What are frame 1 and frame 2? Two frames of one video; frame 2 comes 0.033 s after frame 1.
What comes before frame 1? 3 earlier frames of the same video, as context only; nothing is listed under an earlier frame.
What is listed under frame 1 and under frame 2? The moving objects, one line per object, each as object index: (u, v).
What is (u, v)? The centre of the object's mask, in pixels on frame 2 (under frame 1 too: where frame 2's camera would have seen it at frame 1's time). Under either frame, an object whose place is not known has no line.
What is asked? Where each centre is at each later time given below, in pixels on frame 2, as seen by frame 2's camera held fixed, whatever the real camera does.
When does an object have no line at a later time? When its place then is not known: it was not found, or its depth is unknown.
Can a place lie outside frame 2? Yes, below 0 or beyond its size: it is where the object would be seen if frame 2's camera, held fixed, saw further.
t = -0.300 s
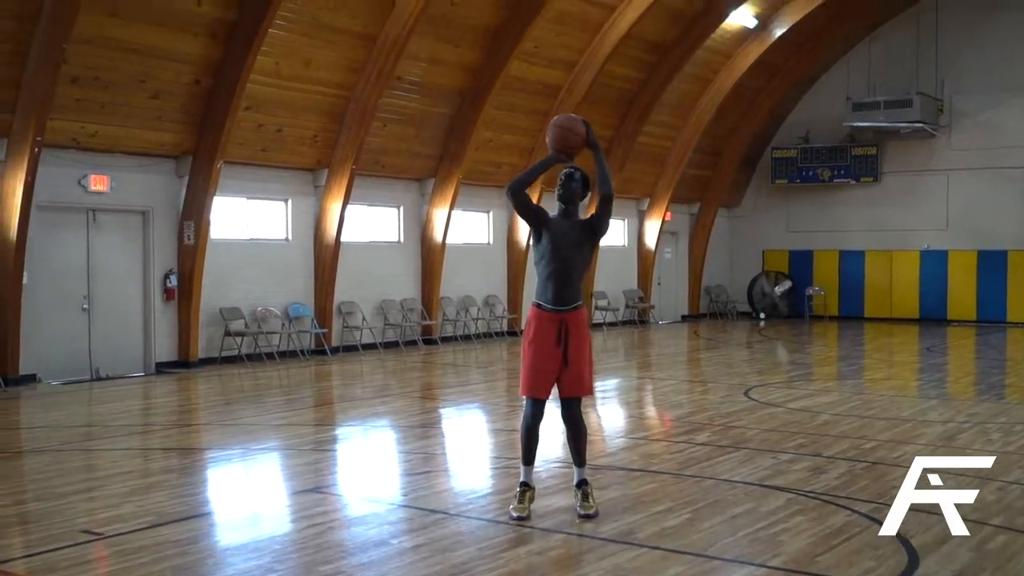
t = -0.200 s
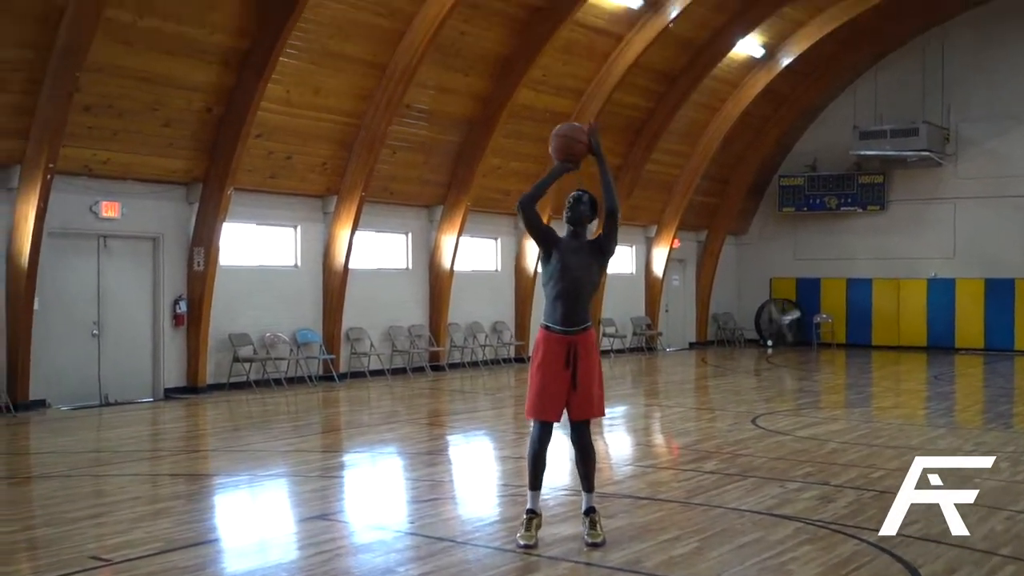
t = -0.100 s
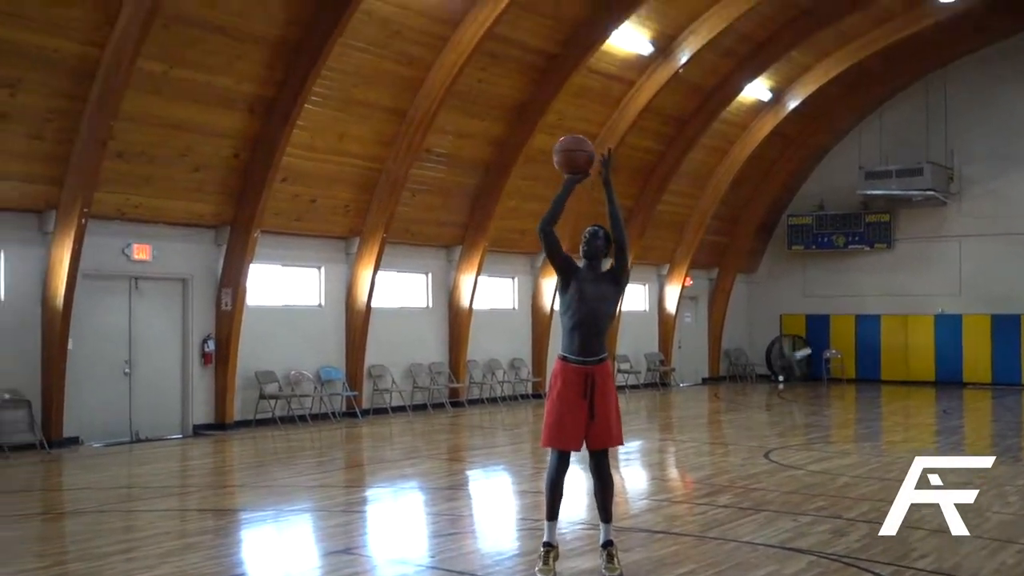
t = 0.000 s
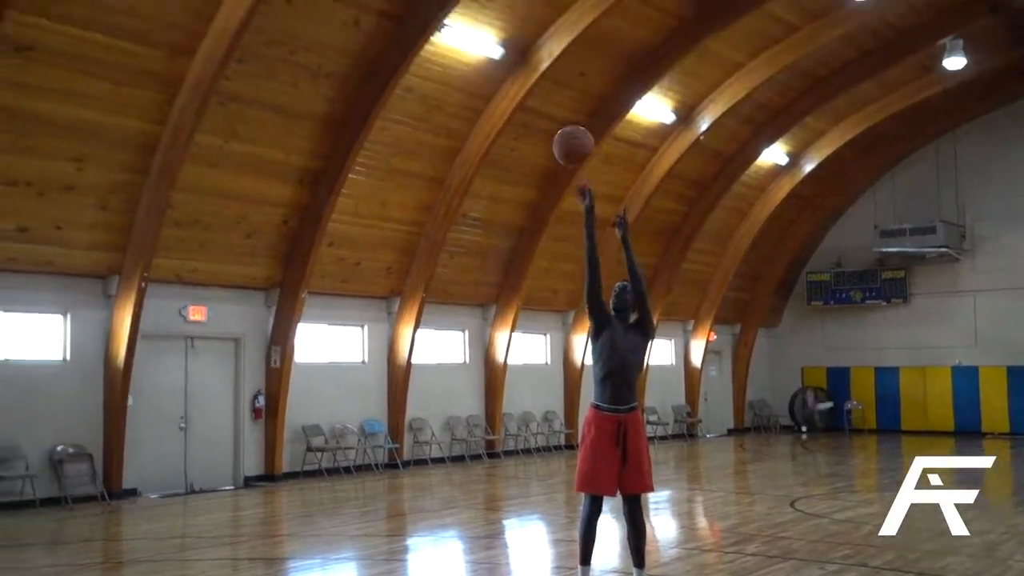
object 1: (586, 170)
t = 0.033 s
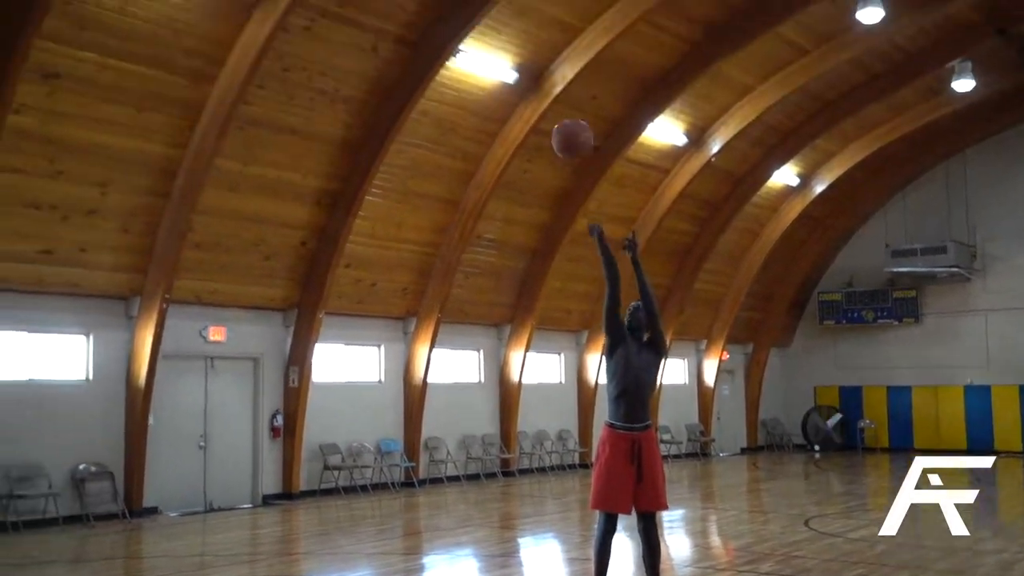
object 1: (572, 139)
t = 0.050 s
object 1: (564, 124)
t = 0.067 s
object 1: (557, 110)
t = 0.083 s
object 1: (549, 95)
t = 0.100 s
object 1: (541, 83)
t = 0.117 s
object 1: (533, 70)
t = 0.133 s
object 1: (526, 59)
